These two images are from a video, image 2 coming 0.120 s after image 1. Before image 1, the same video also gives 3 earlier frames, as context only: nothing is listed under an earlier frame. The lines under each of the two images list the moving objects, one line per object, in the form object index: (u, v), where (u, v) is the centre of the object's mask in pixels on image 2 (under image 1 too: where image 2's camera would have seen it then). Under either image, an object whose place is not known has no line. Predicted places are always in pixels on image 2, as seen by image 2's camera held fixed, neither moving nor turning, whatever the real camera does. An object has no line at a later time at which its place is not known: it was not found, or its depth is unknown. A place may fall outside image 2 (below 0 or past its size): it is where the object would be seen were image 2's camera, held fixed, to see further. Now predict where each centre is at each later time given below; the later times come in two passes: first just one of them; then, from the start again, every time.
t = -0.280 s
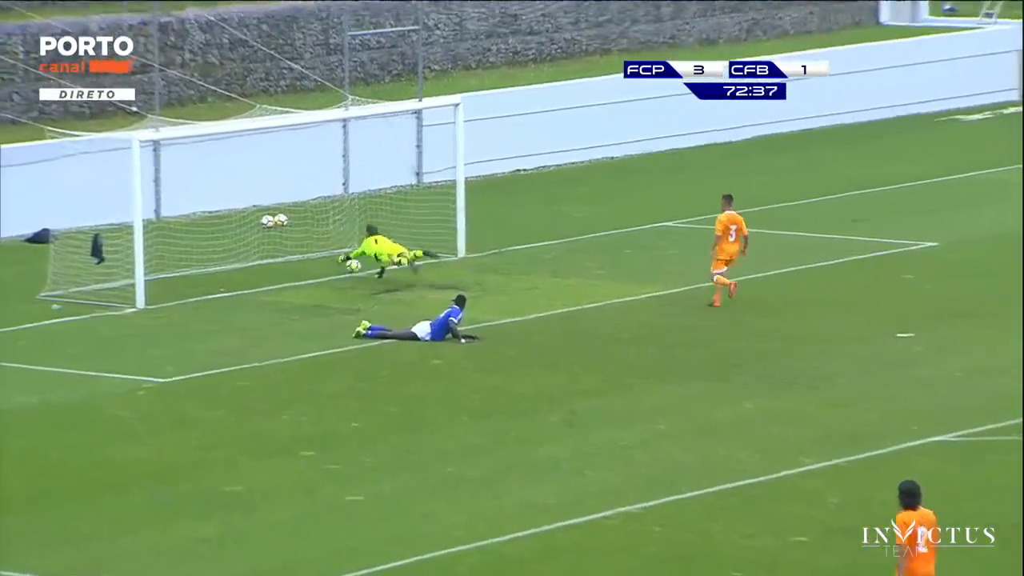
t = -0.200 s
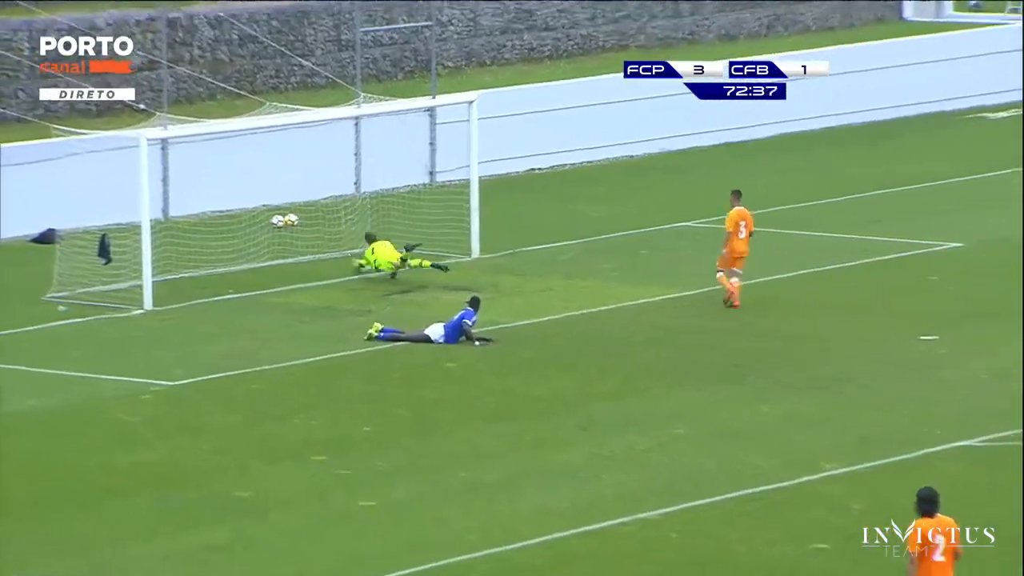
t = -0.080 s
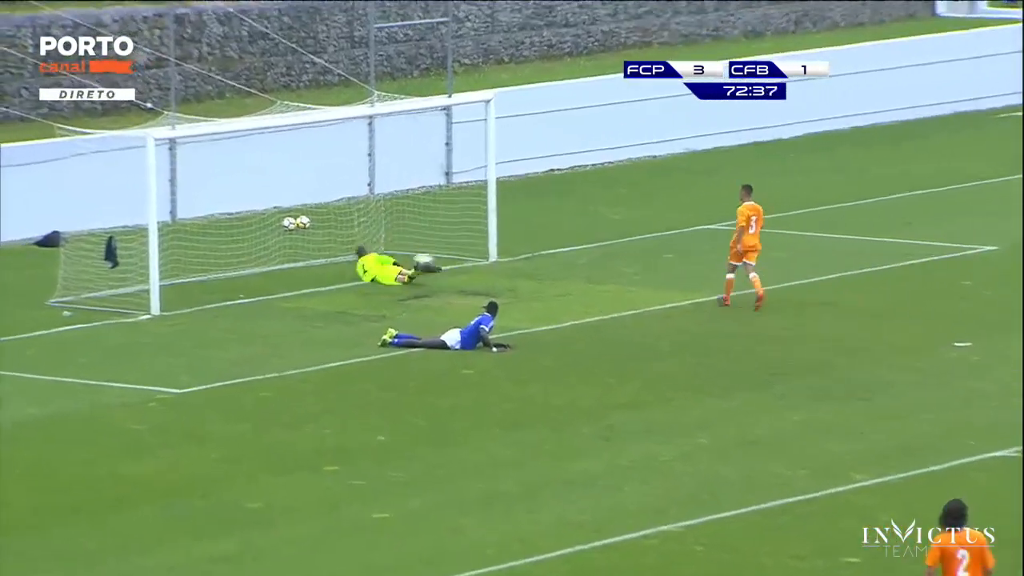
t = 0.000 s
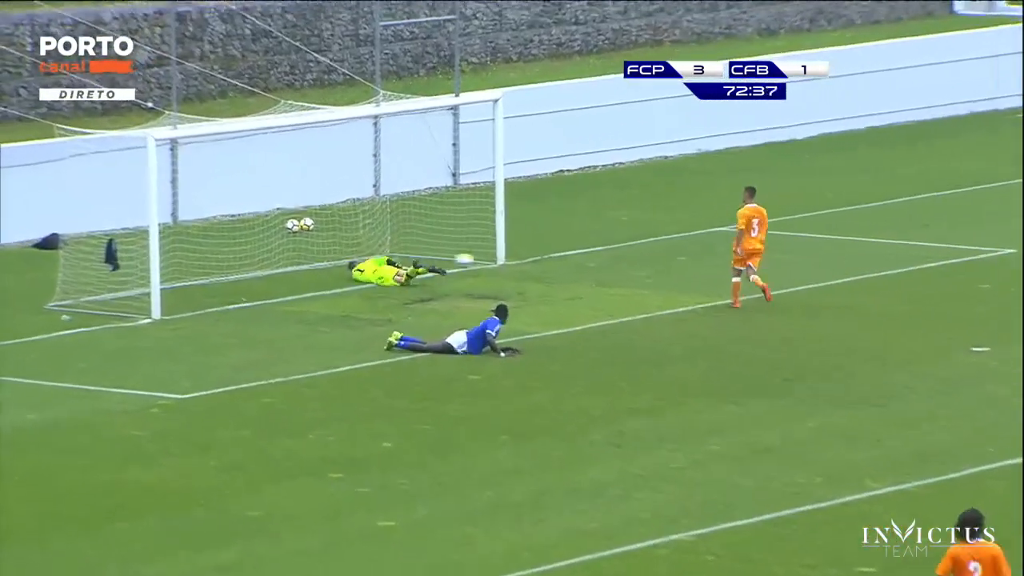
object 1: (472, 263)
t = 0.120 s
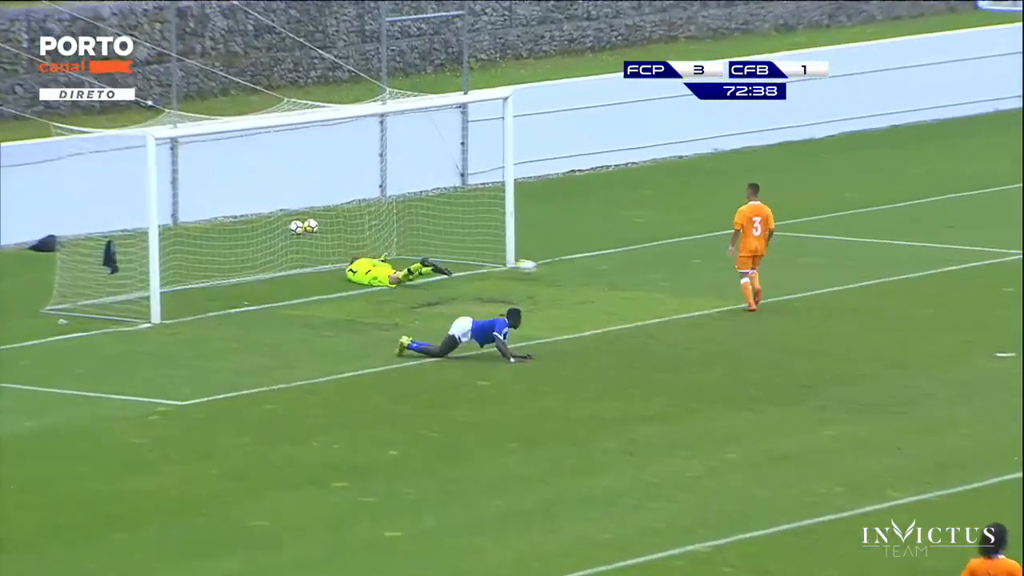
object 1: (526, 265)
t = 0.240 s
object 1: (573, 266)
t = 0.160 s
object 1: (544, 270)
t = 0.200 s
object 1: (559, 270)
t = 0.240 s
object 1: (573, 266)
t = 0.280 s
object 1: (587, 265)
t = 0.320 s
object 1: (601, 266)
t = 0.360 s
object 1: (615, 267)
